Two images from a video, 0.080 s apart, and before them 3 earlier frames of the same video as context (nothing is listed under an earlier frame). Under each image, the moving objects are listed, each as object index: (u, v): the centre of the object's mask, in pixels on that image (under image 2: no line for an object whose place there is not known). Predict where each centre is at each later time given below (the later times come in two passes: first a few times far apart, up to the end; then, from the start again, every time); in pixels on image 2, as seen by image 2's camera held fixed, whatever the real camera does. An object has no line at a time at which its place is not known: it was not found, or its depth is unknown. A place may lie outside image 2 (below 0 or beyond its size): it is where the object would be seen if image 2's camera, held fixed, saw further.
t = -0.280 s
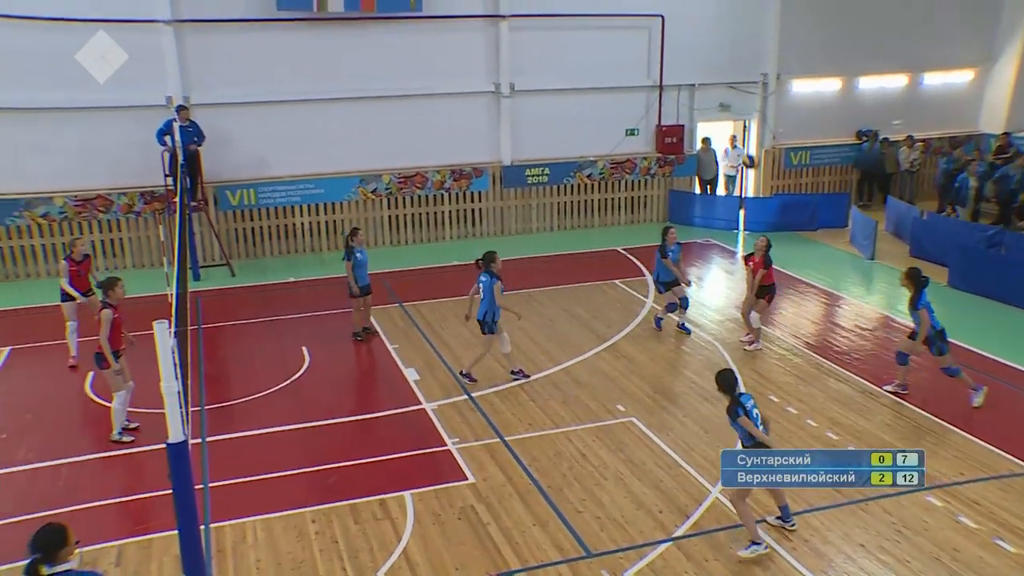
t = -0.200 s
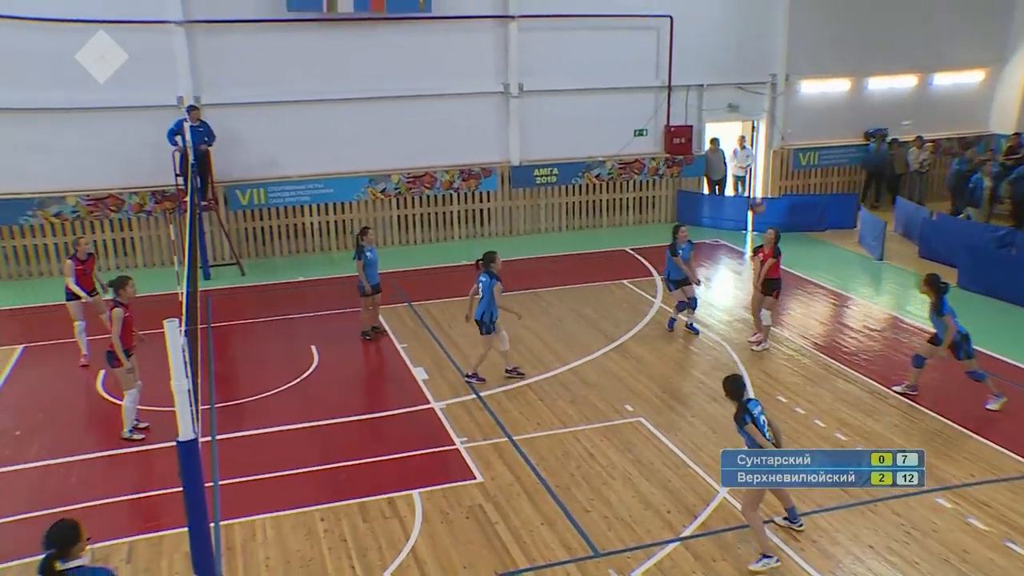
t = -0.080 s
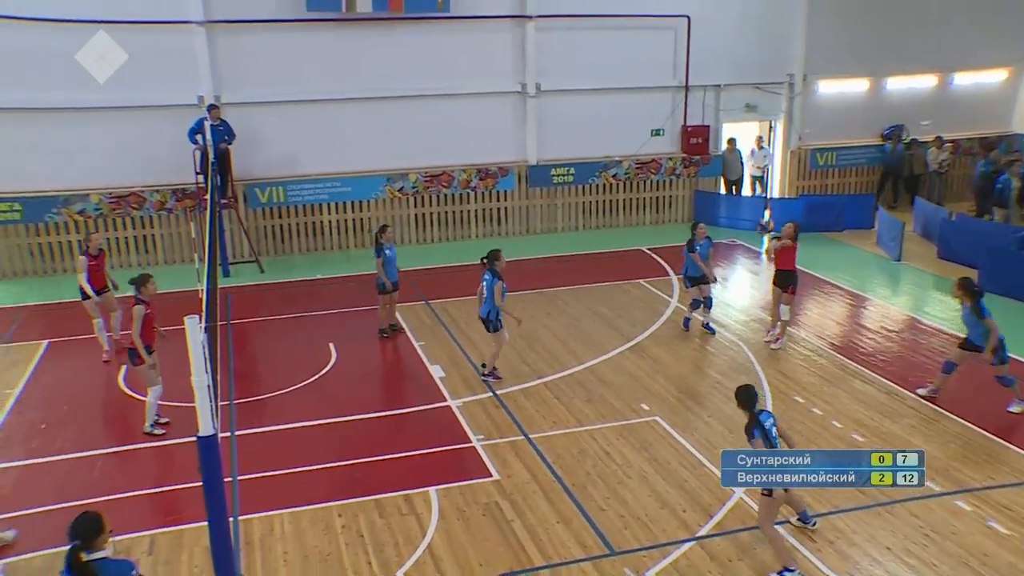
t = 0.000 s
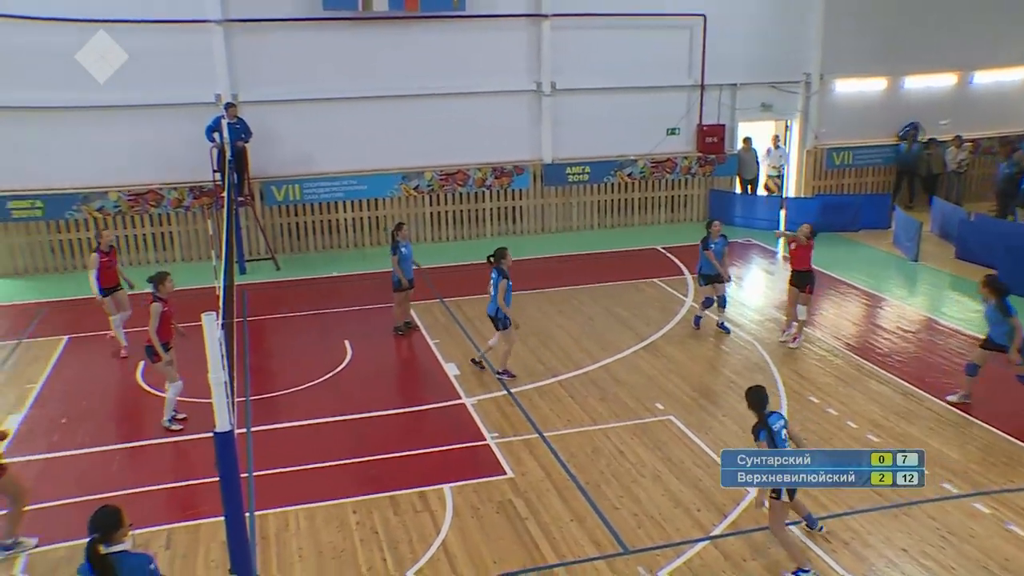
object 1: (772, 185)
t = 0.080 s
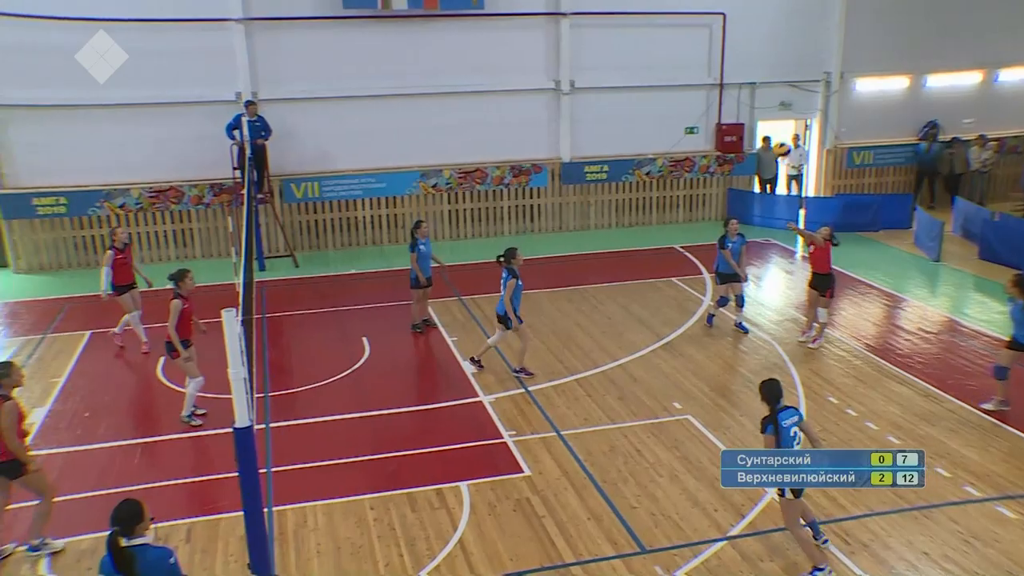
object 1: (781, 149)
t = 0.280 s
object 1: (760, 75)
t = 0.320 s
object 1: (754, 64)
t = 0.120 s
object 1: (778, 132)
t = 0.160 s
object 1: (774, 117)
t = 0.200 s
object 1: (769, 102)
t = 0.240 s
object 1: (765, 87)
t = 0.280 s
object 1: (760, 75)
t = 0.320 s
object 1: (754, 64)
